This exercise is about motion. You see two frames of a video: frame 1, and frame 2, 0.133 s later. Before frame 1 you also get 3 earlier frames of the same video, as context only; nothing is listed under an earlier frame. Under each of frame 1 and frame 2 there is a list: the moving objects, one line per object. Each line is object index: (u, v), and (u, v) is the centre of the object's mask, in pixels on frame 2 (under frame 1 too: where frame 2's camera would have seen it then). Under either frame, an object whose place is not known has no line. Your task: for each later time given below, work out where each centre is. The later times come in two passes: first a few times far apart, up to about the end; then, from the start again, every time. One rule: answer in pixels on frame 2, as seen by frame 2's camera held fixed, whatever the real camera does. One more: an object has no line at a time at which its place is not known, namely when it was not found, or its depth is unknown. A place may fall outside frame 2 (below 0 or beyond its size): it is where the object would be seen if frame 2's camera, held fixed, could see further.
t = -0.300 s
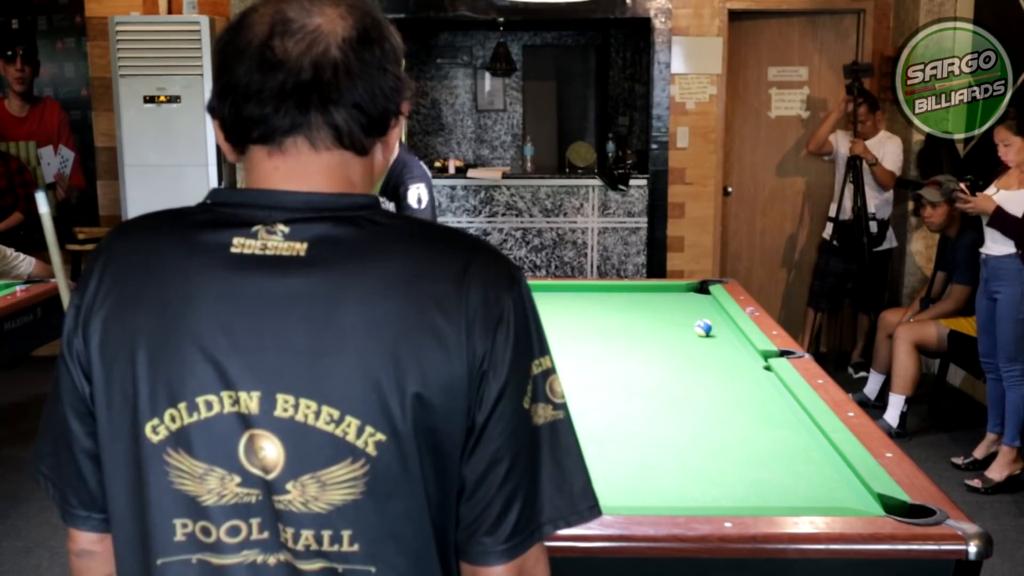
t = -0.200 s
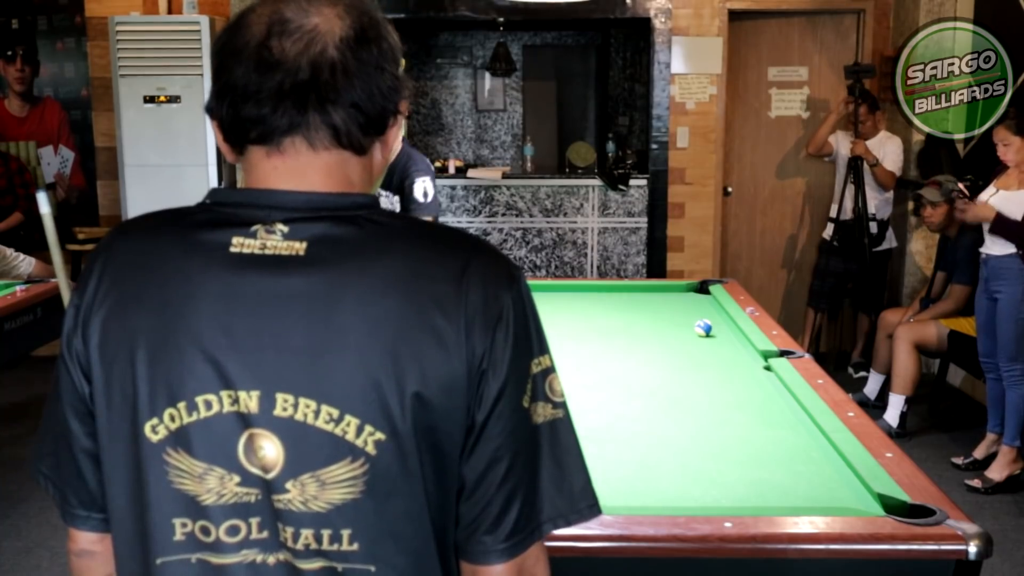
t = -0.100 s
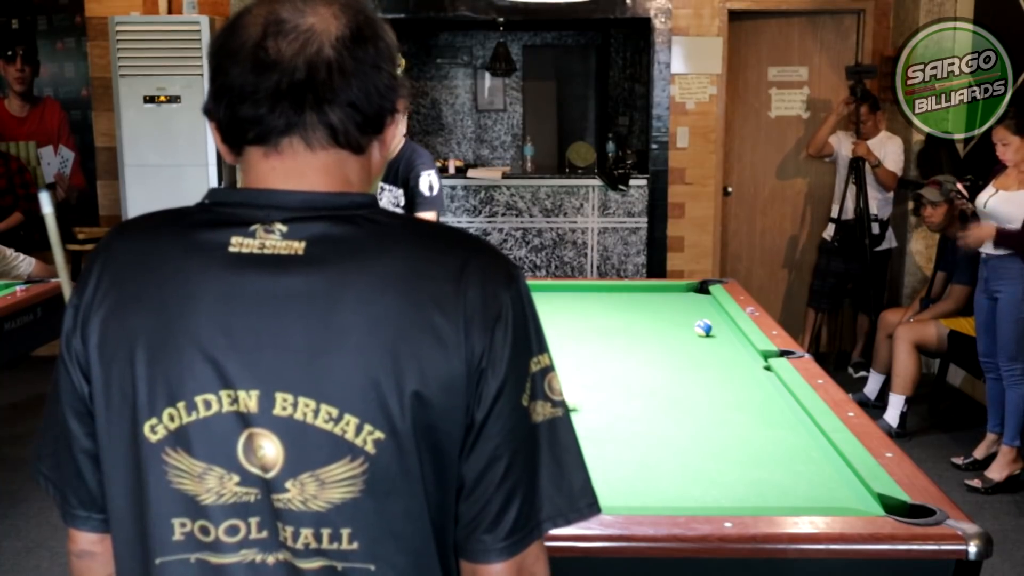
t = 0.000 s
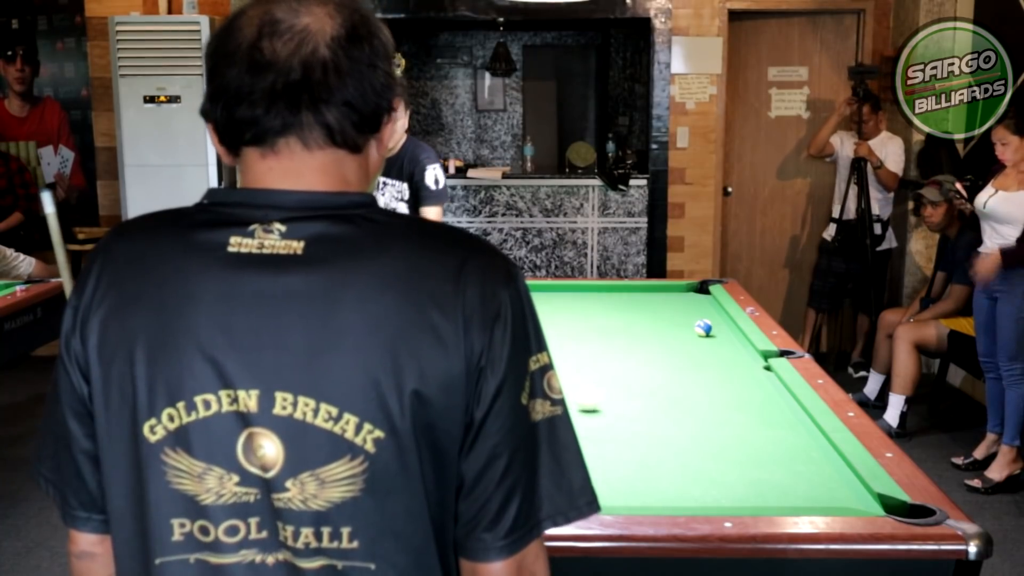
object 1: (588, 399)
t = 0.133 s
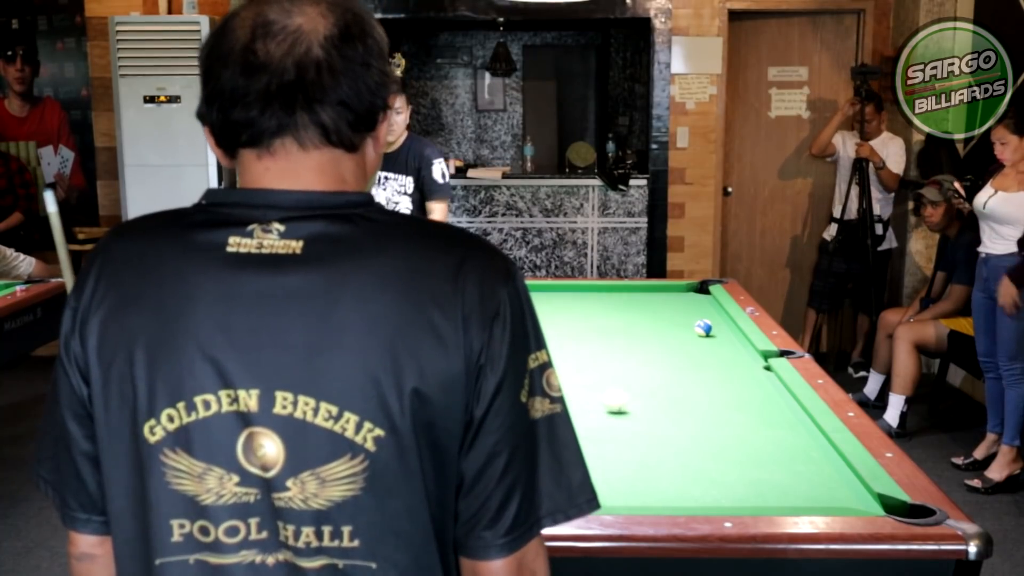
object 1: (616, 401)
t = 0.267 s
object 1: (643, 403)
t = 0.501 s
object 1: (691, 405)
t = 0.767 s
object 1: (745, 409)
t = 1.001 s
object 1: (789, 411)
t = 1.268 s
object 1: (773, 410)
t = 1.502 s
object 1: (752, 410)
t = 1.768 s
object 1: (730, 409)
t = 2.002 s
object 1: (713, 409)
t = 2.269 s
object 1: (696, 409)
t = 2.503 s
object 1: (683, 408)
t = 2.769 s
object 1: (670, 409)
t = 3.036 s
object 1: (661, 408)
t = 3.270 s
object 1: (654, 408)
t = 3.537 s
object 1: (649, 408)
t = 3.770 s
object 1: (646, 408)
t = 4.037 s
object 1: (644, 408)
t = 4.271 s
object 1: (644, 408)
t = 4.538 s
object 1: (645, 408)
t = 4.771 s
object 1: (645, 410)
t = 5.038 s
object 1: (645, 410)
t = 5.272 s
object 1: (646, 410)
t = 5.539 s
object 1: (646, 410)
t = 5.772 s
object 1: (646, 410)
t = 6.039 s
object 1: (646, 410)
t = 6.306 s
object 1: (646, 410)
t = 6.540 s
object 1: (646, 410)
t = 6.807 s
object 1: (646, 410)
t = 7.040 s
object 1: (646, 410)
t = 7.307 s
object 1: (646, 410)
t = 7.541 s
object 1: (646, 410)
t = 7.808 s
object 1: (646, 410)
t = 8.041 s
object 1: (645, 410)
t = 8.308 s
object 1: (645, 410)
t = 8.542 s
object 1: (645, 410)
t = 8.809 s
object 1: (645, 410)
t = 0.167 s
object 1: (624, 401)
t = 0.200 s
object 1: (630, 402)
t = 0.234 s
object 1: (637, 402)
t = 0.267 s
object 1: (643, 403)
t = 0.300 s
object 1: (651, 403)
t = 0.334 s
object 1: (657, 403)
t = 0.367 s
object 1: (664, 404)
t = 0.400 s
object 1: (671, 404)
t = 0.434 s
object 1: (678, 405)
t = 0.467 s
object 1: (685, 405)
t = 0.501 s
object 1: (691, 405)
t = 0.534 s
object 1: (697, 406)
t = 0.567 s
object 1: (704, 406)
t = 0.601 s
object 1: (711, 406)
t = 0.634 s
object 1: (717, 407)
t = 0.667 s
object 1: (724, 407)
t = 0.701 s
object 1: (731, 408)
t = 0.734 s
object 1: (738, 408)
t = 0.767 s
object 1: (745, 409)
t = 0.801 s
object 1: (751, 409)
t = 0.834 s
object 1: (757, 409)
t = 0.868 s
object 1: (764, 410)
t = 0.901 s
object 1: (770, 410)
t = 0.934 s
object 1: (776, 410)
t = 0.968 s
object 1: (782, 410)
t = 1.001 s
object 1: (789, 411)
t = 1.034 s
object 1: (794, 411)
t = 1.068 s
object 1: (792, 411)
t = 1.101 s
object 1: (789, 411)
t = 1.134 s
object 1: (786, 410)
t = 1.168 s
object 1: (782, 410)
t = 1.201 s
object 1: (779, 411)
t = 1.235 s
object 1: (776, 410)
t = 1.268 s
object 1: (773, 410)
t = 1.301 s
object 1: (770, 410)
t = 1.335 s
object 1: (767, 410)
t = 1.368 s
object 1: (764, 410)
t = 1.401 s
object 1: (761, 410)
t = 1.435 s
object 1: (758, 410)
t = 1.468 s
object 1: (755, 410)
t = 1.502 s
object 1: (752, 410)
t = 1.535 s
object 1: (749, 410)
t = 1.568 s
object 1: (746, 410)
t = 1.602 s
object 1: (743, 410)
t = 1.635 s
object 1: (741, 410)
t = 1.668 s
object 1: (738, 409)
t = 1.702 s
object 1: (735, 409)
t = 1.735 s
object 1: (733, 409)
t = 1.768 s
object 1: (730, 409)
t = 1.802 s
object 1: (728, 409)
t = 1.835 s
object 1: (725, 409)
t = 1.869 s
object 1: (723, 409)
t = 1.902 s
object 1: (720, 409)
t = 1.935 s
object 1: (718, 409)
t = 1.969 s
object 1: (715, 409)
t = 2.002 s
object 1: (713, 409)
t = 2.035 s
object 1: (711, 409)
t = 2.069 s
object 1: (708, 409)
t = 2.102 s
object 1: (706, 409)
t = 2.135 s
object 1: (704, 409)
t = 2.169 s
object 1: (702, 409)
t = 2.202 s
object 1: (700, 409)
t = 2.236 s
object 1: (698, 409)
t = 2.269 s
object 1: (696, 409)
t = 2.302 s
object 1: (694, 408)
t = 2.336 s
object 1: (692, 409)
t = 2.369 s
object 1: (690, 408)
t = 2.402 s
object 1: (688, 409)
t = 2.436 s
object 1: (687, 408)
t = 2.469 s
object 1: (685, 408)
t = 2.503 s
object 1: (683, 408)
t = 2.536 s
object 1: (681, 408)
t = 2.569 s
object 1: (679, 408)
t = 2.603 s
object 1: (678, 408)
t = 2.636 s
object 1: (676, 408)
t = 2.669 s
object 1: (675, 408)
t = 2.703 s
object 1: (673, 408)
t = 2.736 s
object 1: (672, 409)
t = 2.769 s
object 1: (670, 409)
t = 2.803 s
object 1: (669, 409)
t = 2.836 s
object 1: (668, 409)
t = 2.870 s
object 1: (667, 409)
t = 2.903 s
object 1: (665, 409)
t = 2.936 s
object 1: (664, 408)
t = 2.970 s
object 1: (663, 408)
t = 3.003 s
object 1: (662, 408)
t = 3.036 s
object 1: (661, 408)
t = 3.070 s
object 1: (660, 409)
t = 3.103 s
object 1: (659, 409)
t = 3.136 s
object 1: (658, 409)
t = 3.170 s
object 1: (657, 409)
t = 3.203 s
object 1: (656, 408)
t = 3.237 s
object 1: (655, 408)
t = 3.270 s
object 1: (654, 408)
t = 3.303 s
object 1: (654, 408)
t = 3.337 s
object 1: (653, 408)
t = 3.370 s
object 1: (652, 408)
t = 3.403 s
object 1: (651, 408)
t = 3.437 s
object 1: (651, 408)
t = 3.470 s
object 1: (650, 408)
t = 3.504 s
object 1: (649, 408)
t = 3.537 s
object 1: (649, 408)
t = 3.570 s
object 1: (648, 408)
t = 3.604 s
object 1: (648, 408)
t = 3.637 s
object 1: (647, 408)
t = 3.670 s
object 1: (647, 408)
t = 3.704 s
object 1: (646, 408)
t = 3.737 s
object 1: (646, 408)
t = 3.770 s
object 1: (646, 408)
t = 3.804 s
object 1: (645, 408)
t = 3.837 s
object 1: (645, 408)
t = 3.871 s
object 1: (645, 408)
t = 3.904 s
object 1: (645, 408)
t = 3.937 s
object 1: (644, 408)
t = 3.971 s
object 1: (644, 408)
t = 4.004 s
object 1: (644, 408)
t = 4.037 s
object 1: (644, 408)
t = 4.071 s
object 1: (644, 408)
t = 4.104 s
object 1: (644, 408)
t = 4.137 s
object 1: (644, 408)
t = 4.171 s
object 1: (643, 407)
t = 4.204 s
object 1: (644, 408)
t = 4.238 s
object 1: (644, 408)
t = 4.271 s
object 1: (644, 408)
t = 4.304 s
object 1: (644, 408)
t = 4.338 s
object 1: (644, 408)
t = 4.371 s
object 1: (644, 408)
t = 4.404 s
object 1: (644, 408)
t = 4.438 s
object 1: (644, 408)
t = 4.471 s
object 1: (644, 408)
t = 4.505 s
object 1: (645, 408)
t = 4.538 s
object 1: (645, 408)
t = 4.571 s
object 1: (645, 408)
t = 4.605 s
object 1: (645, 409)
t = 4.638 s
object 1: (645, 410)
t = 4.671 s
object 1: (646, 410)
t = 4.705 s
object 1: (646, 410)
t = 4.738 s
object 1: (646, 410)
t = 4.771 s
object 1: (645, 410)
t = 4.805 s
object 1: (646, 410)
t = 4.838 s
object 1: (645, 410)
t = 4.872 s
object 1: (646, 410)
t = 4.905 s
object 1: (645, 410)
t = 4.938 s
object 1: (645, 410)
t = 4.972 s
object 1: (645, 410)
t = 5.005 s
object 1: (646, 410)
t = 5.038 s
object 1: (645, 410)
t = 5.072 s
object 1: (646, 410)
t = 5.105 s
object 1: (645, 410)
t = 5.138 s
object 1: (645, 410)
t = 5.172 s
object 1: (645, 410)
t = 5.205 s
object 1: (646, 410)
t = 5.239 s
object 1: (645, 410)
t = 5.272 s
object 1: (646, 410)
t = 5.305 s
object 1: (645, 410)
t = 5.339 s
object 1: (646, 410)
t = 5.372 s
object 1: (646, 410)
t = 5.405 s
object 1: (646, 410)
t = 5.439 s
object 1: (646, 410)
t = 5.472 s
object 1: (646, 410)
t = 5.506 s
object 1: (646, 410)
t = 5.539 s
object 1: (646, 410)
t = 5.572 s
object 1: (646, 410)
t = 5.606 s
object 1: (646, 410)
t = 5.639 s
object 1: (646, 410)
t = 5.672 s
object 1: (646, 410)
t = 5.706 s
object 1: (646, 410)
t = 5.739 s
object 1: (646, 410)
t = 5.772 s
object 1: (646, 410)
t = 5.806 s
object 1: (646, 410)
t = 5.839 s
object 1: (646, 410)
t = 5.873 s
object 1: (646, 410)
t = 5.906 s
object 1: (646, 410)
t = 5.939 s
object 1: (646, 410)
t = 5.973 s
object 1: (646, 410)
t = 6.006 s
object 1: (646, 410)
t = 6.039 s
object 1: (646, 410)
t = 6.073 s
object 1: (646, 410)
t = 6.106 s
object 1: (646, 410)
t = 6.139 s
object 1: (646, 410)
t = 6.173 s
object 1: (646, 410)
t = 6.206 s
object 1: (646, 410)
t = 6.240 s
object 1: (646, 410)
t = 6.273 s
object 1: (646, 410)
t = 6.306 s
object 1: (646, 410)
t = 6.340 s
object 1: (646, 410)
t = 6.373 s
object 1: (646, 410)
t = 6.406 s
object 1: (646, 410)
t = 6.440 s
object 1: (646, 410)
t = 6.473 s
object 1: (646, 410)
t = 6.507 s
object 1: (646, 410)
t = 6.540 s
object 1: (646, 410)
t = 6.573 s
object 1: (646, 410)
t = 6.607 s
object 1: (646, 410)
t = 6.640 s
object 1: (646, 410)
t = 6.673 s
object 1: (646, 410)
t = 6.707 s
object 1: (646, 410)
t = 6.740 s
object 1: (646, 410)
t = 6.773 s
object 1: (646, 410)
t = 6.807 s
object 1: (646, 410)
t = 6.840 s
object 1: (646, 410)
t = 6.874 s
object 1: (646, 410)
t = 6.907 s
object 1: (646, 410)
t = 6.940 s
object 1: (646, 410)
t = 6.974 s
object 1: (646, 410)
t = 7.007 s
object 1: (646, 410)
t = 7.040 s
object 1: (646, 410)
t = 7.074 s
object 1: (646, 410)
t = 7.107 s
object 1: (646, 410)
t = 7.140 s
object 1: (646, 410)
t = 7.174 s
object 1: (646, 410)
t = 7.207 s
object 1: (646, 410)
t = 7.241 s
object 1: (646, 410)
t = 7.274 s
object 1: (646, 410)
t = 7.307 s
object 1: (646, 410)
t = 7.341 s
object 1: (646, 410)
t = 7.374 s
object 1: (646, 410)
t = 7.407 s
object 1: (646, 410)
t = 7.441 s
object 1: (646, 410)
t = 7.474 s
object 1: (646, 410)
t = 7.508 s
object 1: (646, 410)
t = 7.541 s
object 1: (646, 410)
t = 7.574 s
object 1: (646, 410)
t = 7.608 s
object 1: (646, 410)
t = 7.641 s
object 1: (646, 410)
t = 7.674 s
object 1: (646, 410)
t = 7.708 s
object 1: (646, 410)
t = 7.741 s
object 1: (646, 410)
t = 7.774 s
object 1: (646, 410)
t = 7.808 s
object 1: (646, 410)
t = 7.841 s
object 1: (645, 410)
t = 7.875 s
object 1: (646, 410)
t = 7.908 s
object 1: (645, 410)
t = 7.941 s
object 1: (646, 410)
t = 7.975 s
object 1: (645, 410)
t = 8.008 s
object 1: (645, 410)
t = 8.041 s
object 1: (645, 410)
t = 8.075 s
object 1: (646, 410)
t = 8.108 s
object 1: (645, 410)
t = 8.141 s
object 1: (645, 410)
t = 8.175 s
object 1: (646, 410)
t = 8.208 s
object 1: (645, 410)
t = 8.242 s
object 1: (646, 410)
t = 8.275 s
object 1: (645, 410)
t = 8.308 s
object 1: (645, 410)
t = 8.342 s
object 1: (645, 410)
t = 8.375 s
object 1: (646, 410)
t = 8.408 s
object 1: (645, 410)
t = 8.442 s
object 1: (645, 410)
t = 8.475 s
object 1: (645, 410)
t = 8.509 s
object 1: (645, 410)
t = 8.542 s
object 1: (645, 410)
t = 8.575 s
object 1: (645, 410)
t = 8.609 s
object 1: (646, 410)
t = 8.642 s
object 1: (645, 410)
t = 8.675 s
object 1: (645, 410)
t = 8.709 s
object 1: (645, 410)
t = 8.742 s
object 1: (645, 410)
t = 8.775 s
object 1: (645, 410)
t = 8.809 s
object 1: (645, 410)
